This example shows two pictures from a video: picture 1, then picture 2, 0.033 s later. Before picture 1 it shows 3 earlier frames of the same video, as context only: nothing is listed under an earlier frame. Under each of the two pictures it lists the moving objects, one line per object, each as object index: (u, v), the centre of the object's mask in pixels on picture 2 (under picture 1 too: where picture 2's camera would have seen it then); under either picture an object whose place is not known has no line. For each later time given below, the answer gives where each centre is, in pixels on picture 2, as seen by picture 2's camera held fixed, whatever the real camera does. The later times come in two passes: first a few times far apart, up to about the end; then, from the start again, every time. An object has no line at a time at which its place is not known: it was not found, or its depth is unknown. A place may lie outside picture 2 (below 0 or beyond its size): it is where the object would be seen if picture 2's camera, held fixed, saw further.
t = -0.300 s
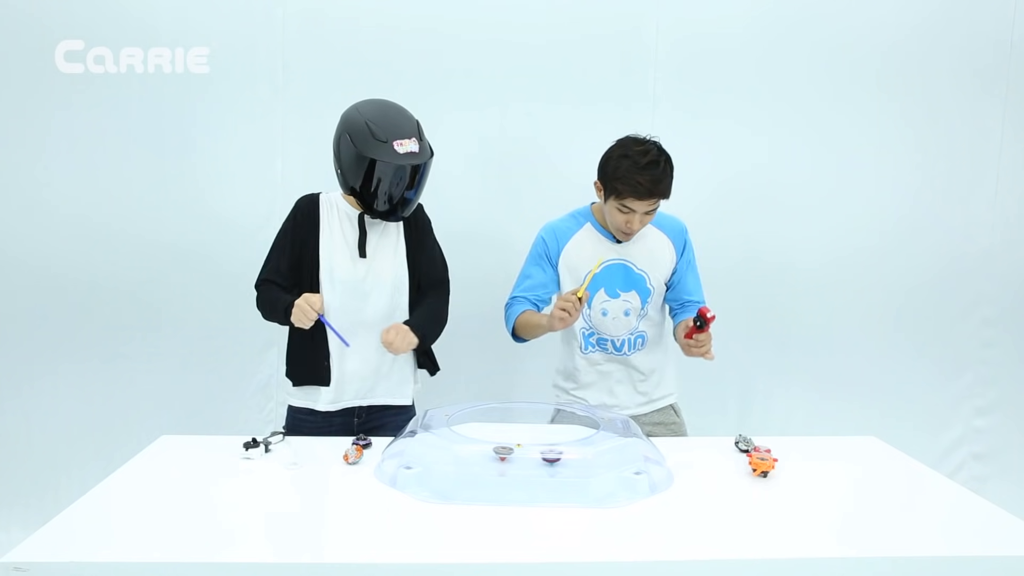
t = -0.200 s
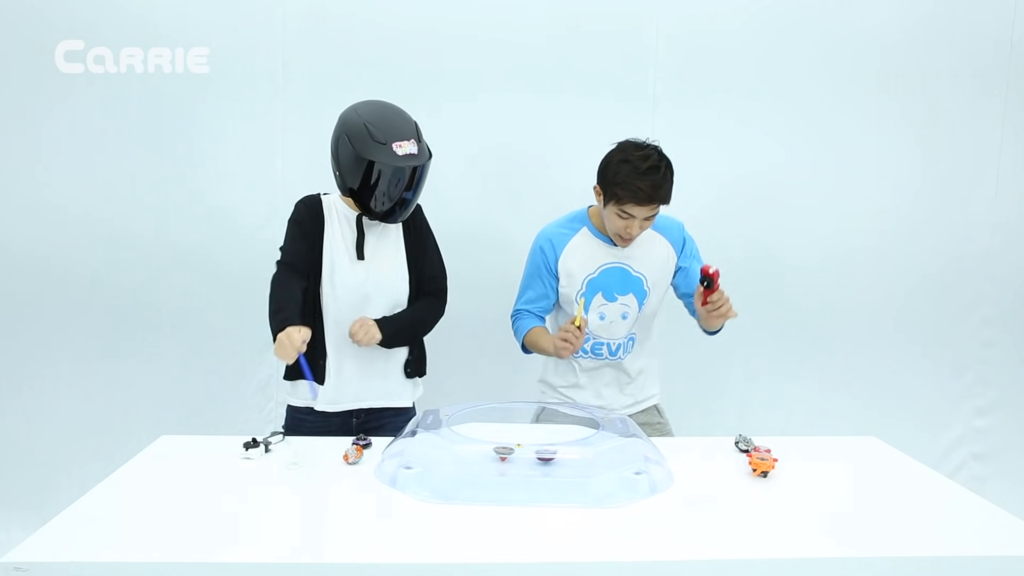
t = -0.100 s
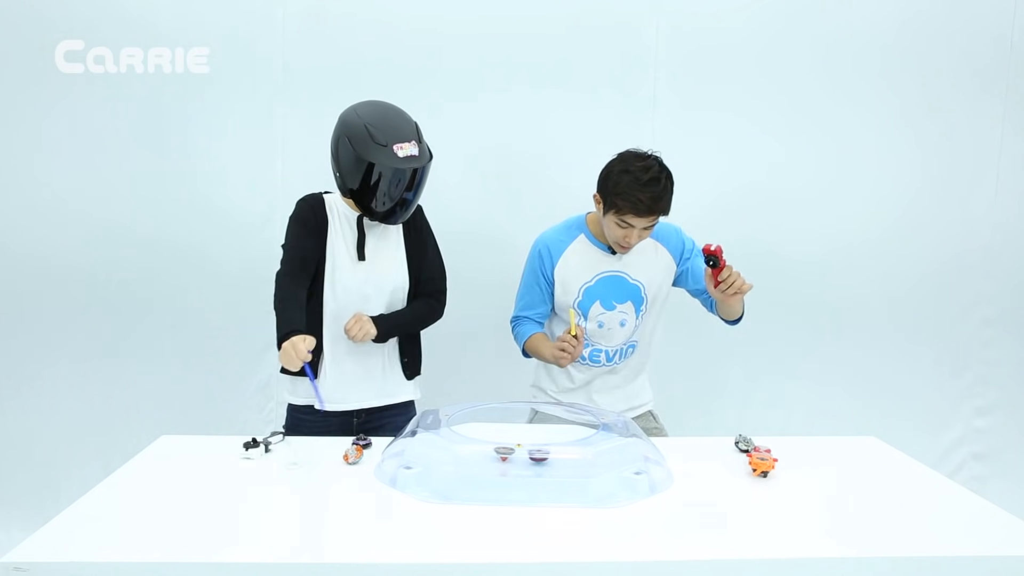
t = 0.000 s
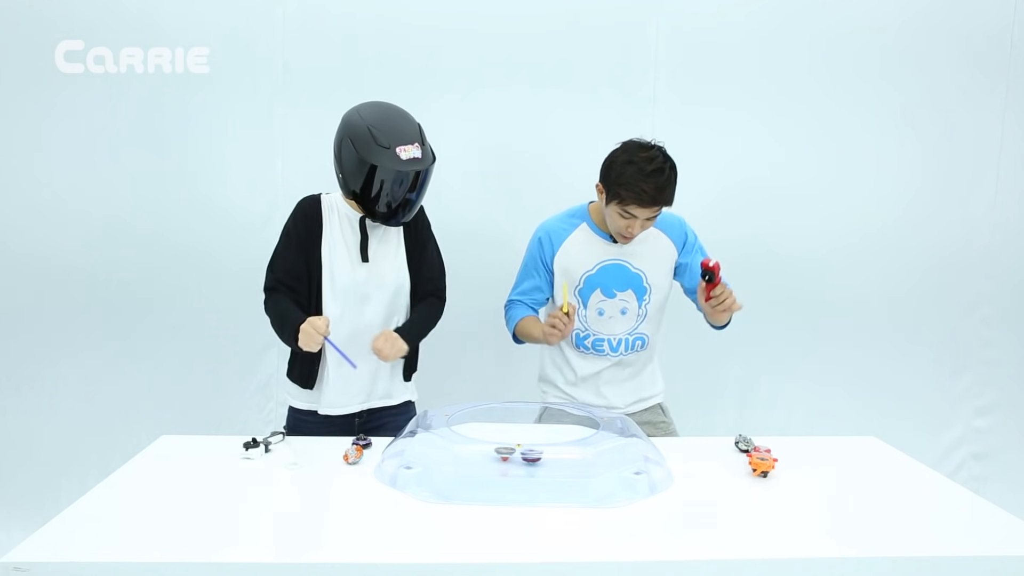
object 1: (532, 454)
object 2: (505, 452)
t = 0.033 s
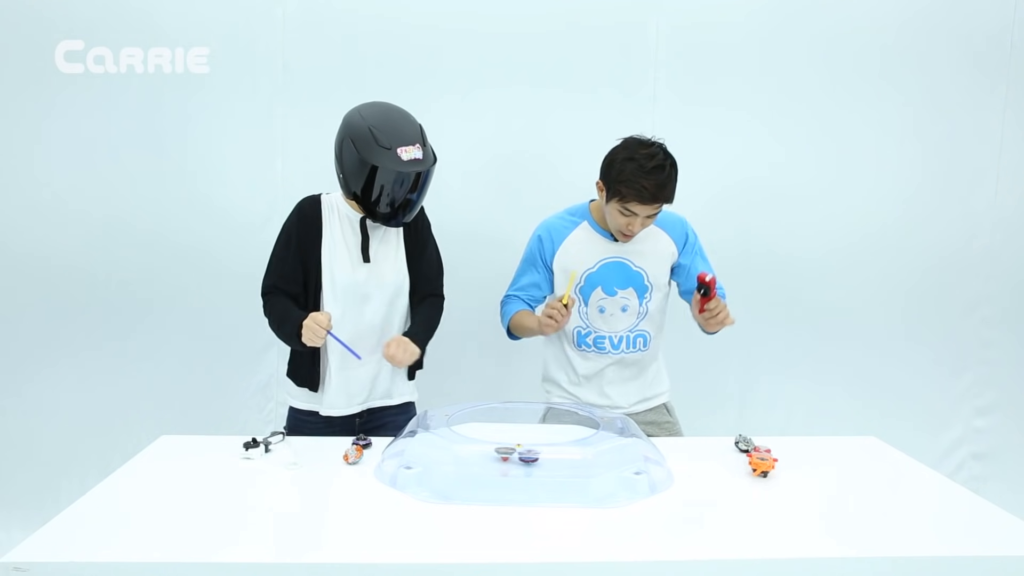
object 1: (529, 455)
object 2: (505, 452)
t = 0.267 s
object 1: (529, 460)
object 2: (504, 452)
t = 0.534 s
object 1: (538, 461)
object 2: (505, 452)
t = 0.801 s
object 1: (538, 458)
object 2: (507, 452)
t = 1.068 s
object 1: (529, 456)
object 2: (507, 452)
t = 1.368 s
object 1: (562, 461)
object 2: (480, 443)
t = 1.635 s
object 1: (574, 462)
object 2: (481, 449)
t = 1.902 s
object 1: (557, 460)
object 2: (498, 460)
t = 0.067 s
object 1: (527, 456)
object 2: (505, 452)
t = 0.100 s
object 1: (526, 457)
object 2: (504, 452)
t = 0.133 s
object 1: (526, 457)
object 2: (504, 452)
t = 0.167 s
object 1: (527, 458)
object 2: (504, 452)
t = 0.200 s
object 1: (527, 459)
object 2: (504, 452)
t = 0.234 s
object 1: (528, 459)
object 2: (504, 452)
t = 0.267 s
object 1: (529, 460)
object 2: (504, 452)
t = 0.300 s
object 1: (531, 461)
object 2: (504, 452)
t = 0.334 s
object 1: (532, 461)
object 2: (505, 452)
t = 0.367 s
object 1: (533, 461)
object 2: (505, 452)
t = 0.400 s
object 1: (534, 461)
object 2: (505, 452)
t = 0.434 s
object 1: (535, 461)
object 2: (505, 452)
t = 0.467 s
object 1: (536, 461)
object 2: (505, 452)
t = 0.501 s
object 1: (537, 461)
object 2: (505, 452)
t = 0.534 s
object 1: (538, 461)
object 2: (505, 452)
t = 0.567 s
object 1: (539, 461)
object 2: (506, 452)
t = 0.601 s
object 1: (539, 461)
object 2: (506, 452)
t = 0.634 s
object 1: (539, 461)
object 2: (506, 452)
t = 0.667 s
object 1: (539, 461)
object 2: (506, 452)
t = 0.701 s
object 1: (539, 460)
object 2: (506, 452)
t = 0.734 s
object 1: (539, 460)
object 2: (506, 452)
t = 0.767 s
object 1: (539, 459)
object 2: (507, 452)
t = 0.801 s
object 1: (538, 458)
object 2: (507, 452)
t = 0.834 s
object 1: (537, 458)
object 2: (507, 452)
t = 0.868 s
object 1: (536, 458)
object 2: (507, 452)
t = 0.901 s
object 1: (535, 458)
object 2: (507, 452)
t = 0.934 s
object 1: (534, 457)
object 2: (507, 452)
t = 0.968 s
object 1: (532, 457)
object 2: (507, 452)
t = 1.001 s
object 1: (531, 456)
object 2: (508, 452)
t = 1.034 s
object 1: (529, 456)
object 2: (508, 452)
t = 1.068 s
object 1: (529, 456)
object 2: (507, 452)
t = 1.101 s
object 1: (534, 457)
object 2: (500, 451)
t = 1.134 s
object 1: (540, 458)
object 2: (495, 447)
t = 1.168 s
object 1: (544, 458)
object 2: (491, 446)
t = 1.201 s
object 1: (548, 459)
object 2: (488, 445)
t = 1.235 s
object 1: (552, 459)
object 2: (485, 444)
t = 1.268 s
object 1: (555, 460)
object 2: (483, 444)
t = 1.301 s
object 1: (557, 460)
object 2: (482, 443)
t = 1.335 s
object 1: (559, 460)
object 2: (481, 443)
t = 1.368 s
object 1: (562, 461)
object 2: (480, 443)
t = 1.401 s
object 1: (565, 462)
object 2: (480, 444)
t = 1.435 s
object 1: (566, 462)
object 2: (480, 444)
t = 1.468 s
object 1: (568, 462)
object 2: (479, 445)
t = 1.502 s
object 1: (571, 462)
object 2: (480, 446)
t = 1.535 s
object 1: (572, 462)
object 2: (479, 446)
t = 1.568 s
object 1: (574, 463)
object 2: (480, 447)
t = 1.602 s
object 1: (575, 462)
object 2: (480, 448)
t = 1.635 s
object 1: (574, 462)
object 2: (481, 449)
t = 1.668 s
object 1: (574, 462)
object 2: (482, 452)
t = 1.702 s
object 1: (574, 462)
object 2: (484, 453)
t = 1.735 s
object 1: (572, 462)
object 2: (486, 454)
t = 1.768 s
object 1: (570, 461)
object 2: (488, 456)
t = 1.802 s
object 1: (567, 462)
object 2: (490, 457)
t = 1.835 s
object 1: (564, 461)
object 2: (493, 458)
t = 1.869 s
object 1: (561, 461)
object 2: (496, 459)
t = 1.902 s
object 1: (557, 460)
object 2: (498, 460)
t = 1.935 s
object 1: (554, 460)
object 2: (502, 461)
